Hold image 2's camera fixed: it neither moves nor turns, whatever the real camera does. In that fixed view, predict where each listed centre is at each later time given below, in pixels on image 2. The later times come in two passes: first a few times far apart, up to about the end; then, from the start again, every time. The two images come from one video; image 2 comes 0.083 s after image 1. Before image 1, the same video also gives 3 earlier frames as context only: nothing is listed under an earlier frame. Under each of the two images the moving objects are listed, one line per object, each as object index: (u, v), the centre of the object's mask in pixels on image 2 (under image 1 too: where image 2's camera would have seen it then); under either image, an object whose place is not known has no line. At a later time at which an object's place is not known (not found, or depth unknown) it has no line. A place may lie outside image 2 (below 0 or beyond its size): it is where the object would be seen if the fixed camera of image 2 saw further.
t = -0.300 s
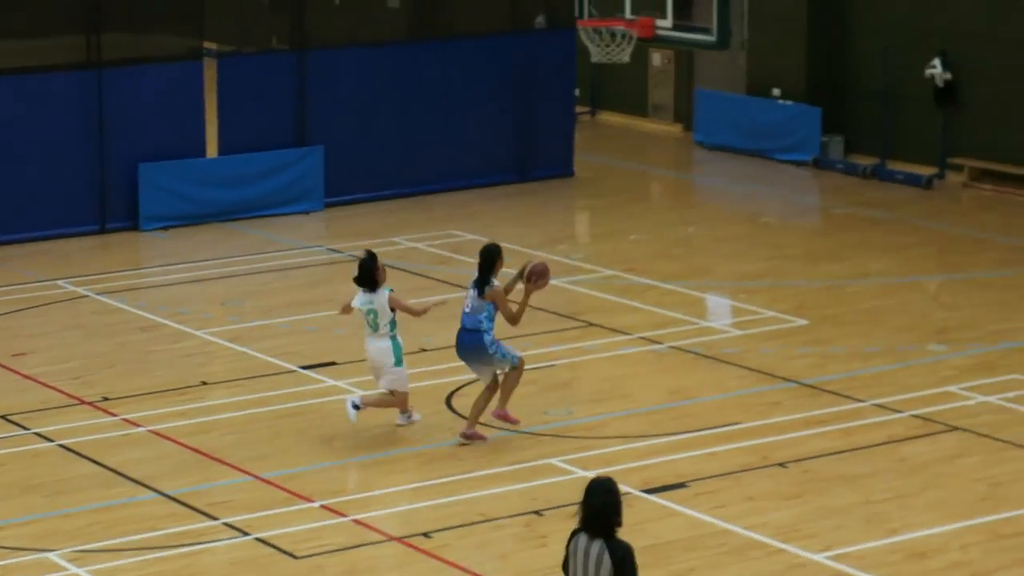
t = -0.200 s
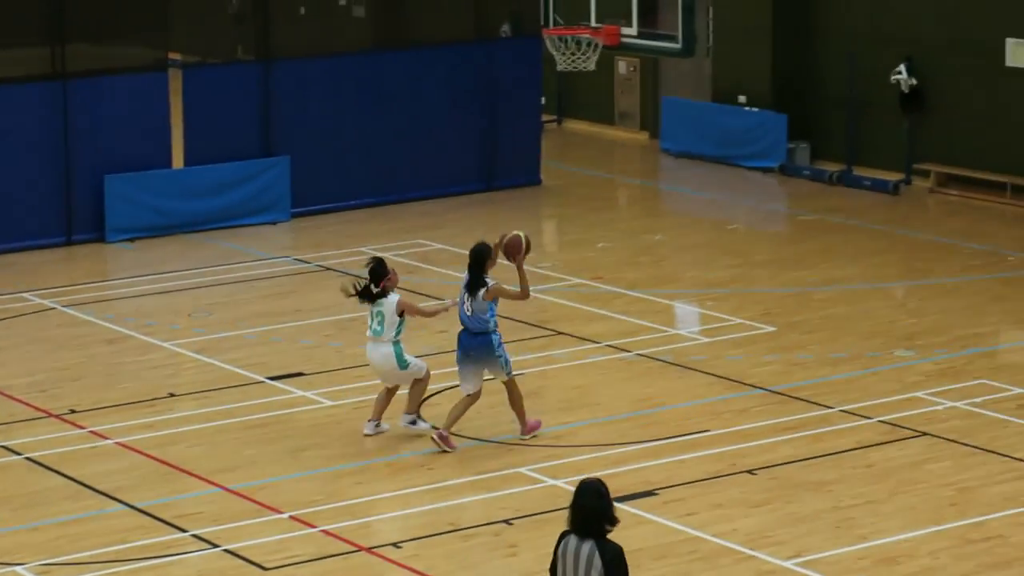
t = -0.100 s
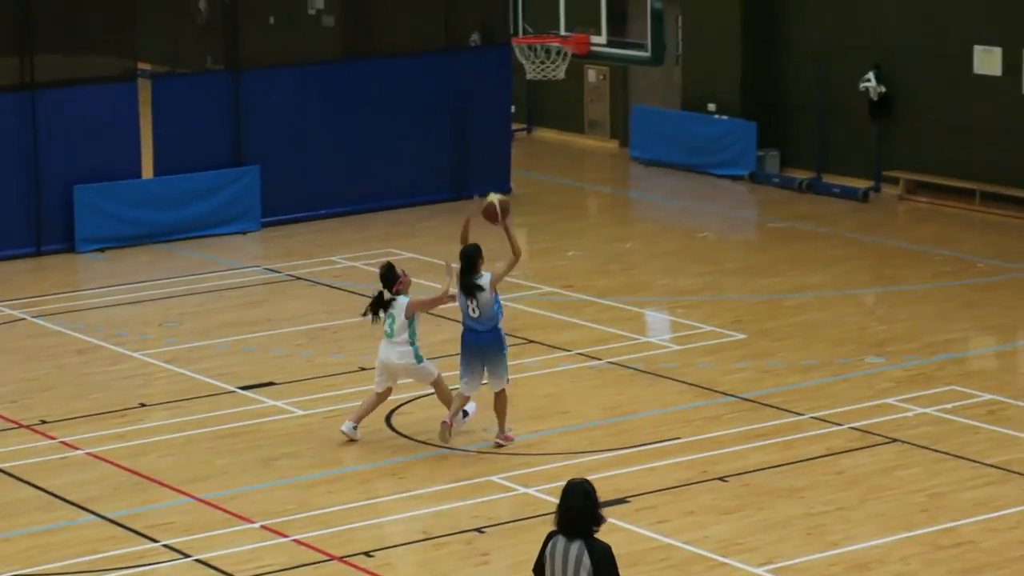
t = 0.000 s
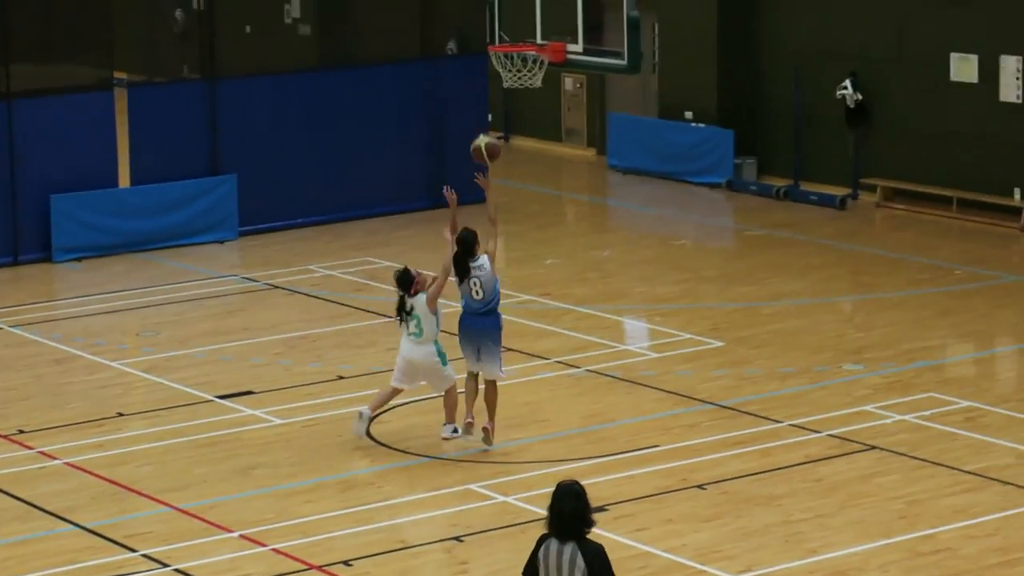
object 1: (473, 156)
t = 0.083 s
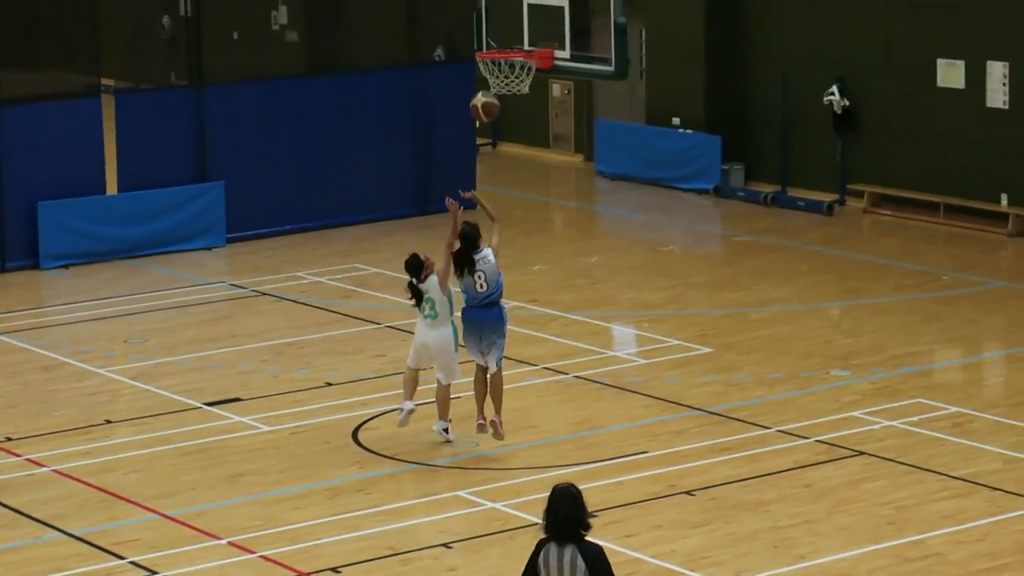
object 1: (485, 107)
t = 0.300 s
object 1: (514, 23)
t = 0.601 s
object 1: (493, 17)
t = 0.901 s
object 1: (426, 55)
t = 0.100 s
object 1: (486, 99)
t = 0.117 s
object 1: (488, 91)
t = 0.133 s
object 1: (491, 83)
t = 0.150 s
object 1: (494, 75)
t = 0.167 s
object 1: (495, 67)
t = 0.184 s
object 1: (500, 59)
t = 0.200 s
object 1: (501, 54)
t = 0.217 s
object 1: (503, 47)
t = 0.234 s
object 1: (505, 41)
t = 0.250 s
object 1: (508, 36)
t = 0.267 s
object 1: (510, 32)
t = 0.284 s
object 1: (512, 28)
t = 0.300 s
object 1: (514, 23)
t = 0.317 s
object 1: (516, 19)
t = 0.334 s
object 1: (519, 16)
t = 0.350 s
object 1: (521, 12)
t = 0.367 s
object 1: (523, 9)
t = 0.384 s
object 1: (525, 6)
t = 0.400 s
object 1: (528, 4)
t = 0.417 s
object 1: (530, 2)
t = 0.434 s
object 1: (532, 0)
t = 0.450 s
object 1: (532, -1)
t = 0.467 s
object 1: (528, -1)
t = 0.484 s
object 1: (523, 0)
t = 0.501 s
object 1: (519, 0)
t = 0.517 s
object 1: (514, 2)
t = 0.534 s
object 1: (510, 3)
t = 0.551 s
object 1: (506, 6)
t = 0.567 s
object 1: (502, 8)
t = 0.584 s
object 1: (498, 13)
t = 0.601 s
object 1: (493, 17)
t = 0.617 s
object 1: (489, 20)
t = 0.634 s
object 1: (485, 23)
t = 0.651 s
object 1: (481, 27)
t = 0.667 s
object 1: (477, 33)
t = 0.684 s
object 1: (473, 38)
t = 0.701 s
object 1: (469, 40)
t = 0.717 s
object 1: (466, 40)
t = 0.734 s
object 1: (462, 40)
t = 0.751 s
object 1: (459, 40)
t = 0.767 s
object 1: (454, 40)
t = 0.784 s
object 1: (451, 40)
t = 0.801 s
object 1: (447, 42)
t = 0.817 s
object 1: (443, 44)
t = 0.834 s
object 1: (440, 45)
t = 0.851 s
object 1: (436, 47)
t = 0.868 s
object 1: (432, 49)
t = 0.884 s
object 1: (429, 52)
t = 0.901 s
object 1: (426, 55)
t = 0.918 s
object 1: (421, 58)
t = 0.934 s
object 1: (417, 62)
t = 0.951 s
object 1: (414, 66)
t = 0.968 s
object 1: (410, 71)
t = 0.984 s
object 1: (407, 75)
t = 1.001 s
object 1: (403, 81)
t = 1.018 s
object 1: (399, 86)
